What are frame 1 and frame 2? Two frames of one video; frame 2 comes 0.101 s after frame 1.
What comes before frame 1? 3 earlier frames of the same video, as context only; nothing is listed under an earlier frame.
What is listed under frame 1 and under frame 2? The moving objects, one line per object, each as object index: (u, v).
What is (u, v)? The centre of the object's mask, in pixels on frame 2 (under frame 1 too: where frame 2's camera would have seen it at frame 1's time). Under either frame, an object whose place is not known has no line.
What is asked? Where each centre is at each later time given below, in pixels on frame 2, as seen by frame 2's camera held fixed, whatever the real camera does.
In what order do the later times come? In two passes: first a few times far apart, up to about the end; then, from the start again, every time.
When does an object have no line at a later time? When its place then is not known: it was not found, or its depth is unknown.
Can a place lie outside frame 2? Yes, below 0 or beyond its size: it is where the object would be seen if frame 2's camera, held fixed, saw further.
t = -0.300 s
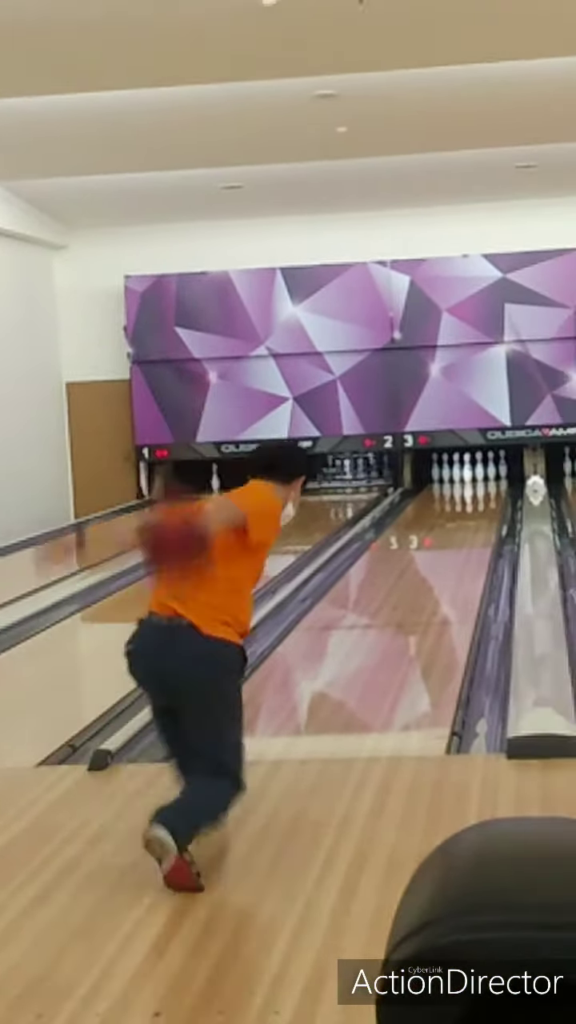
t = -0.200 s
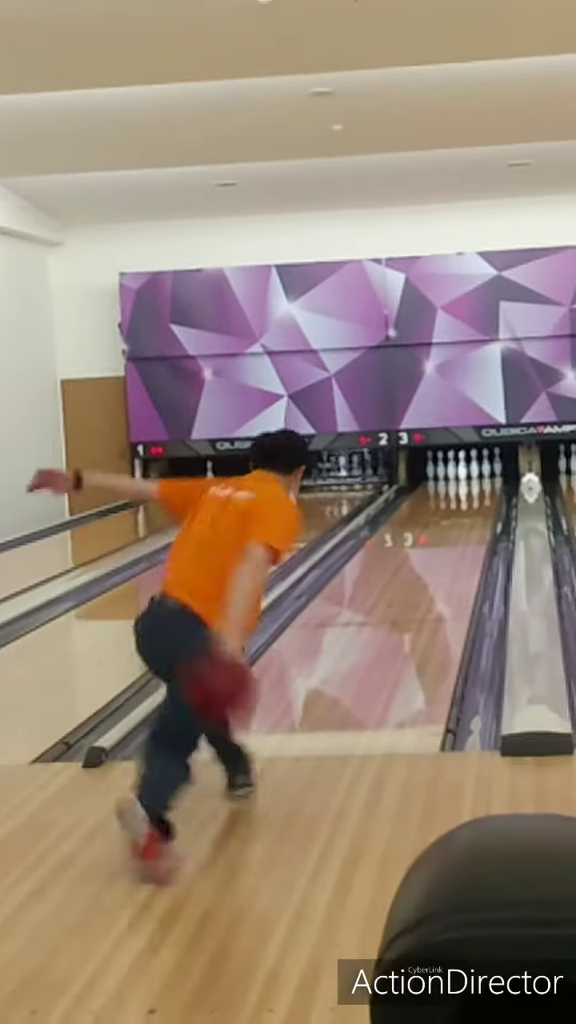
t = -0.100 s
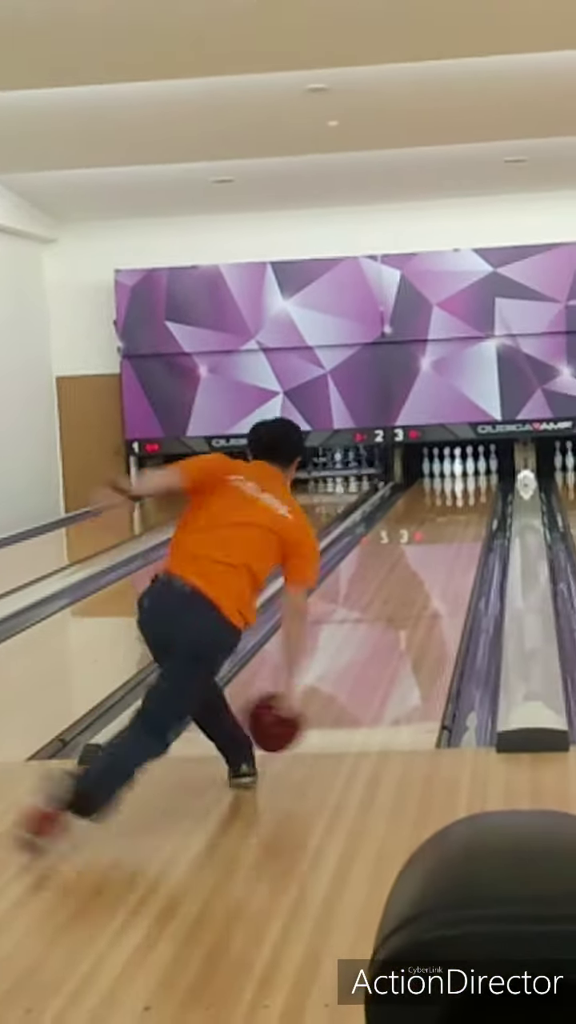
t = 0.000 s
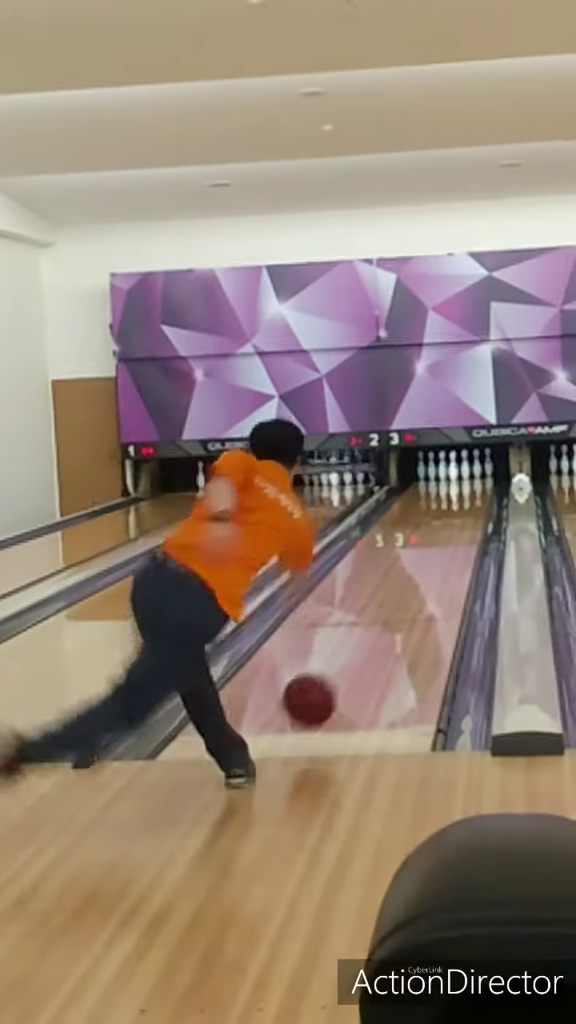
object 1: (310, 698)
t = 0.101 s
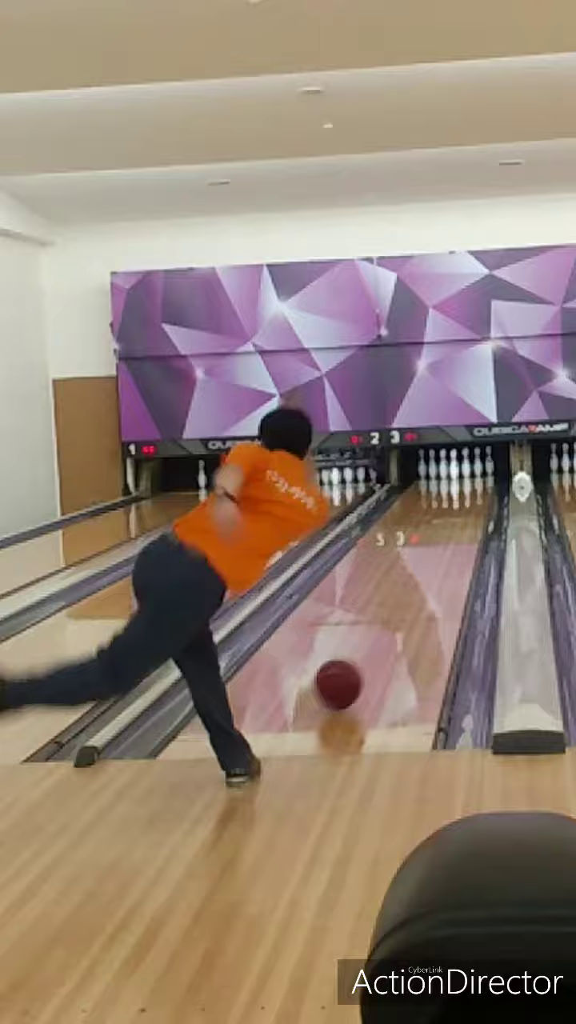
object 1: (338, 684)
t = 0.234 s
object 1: (367, 649)
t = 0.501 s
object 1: (408, 595)
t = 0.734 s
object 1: (432, 564)
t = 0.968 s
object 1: (449, 541)
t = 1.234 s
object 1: (463, 520)
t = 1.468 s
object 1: (471, 505)
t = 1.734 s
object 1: (477, 493)
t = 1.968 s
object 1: (477, 484)
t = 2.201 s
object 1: (467, 476)
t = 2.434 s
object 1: (462, 471)
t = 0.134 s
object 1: (347, 673)
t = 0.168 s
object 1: (354, 664)
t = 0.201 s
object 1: (361, 657)
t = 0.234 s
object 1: (367, 649)
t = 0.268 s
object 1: (373, 641)
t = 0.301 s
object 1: (379, 634)
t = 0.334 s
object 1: (385, 627)
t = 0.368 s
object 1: (390, 620)
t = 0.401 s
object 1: (394, 613)
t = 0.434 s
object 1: (399, 607)
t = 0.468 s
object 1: (404, 601)
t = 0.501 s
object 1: (408, 595)
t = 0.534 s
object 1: (412, 590)
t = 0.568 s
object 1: (416, 586)
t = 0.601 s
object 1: (420, 581)
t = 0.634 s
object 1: (423, 576)
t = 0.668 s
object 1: (426, 572)
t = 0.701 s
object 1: (429, 568)
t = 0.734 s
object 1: (432, 564)
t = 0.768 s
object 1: (435, 560)
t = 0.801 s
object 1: (438, 556)
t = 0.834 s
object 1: (440, 553)
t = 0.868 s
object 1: (442, 549)
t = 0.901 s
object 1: (445, 546)
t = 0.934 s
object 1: (447, 543)
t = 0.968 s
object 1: (449, 541)
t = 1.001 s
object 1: (451, 538)
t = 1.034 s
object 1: (453, 535)
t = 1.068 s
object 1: (455, 532)
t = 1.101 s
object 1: (457, 530)
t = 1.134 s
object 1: (459, 527)
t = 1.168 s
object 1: (460, 525)
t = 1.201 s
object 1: (462, 522)
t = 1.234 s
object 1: (463, 520)
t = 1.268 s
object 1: (465, 518)
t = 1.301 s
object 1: (465, 516)
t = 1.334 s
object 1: (466, 514)
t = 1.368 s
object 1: (468, 512)
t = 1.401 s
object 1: (469, 509)
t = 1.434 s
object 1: (470, 508)
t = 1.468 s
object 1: (471, 505)
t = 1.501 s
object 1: (472, 503)
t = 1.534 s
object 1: (472, 503)
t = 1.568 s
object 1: (473, 501)
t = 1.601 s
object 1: (474, 499)
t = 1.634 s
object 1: (475, 497)
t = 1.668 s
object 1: (476, 496)
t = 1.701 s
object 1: (476, 494)
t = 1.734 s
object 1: (477, 493)
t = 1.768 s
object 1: (478, 491)
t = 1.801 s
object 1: (478, 489)
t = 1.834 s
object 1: (477, 488)
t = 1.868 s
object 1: (477, 487)
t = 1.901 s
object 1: (477, 486)
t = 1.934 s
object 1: (477, 485)
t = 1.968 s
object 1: (477, 484)
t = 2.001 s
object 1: (476, 483)
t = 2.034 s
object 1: (475, 482)
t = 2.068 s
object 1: (474, 481)
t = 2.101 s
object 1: (473, 480)
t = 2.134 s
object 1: (470, 478)
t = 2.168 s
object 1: (468, 477)
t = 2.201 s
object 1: (467, 476)
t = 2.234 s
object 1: (466, 475)
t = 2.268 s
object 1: (466, 474)
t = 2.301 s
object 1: (465, 473)
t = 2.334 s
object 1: (462, 473)
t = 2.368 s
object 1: (461, 472)
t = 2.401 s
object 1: (461, 472)
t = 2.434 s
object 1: (462, 471)
